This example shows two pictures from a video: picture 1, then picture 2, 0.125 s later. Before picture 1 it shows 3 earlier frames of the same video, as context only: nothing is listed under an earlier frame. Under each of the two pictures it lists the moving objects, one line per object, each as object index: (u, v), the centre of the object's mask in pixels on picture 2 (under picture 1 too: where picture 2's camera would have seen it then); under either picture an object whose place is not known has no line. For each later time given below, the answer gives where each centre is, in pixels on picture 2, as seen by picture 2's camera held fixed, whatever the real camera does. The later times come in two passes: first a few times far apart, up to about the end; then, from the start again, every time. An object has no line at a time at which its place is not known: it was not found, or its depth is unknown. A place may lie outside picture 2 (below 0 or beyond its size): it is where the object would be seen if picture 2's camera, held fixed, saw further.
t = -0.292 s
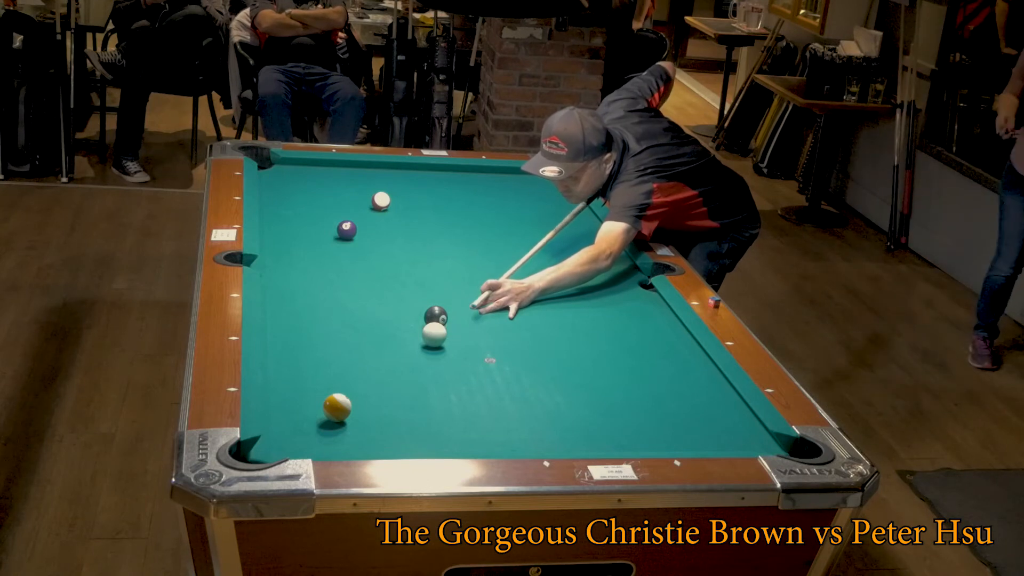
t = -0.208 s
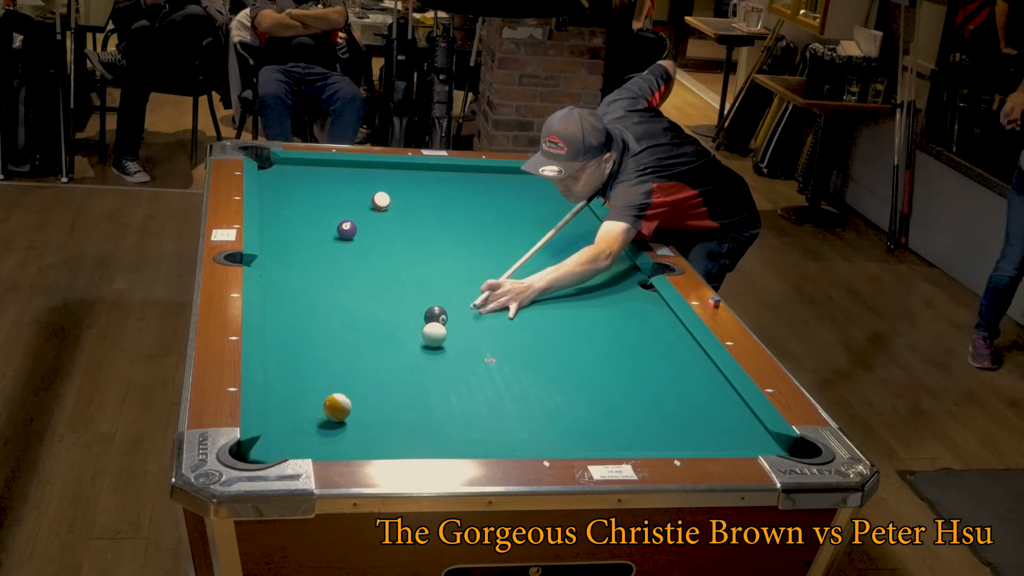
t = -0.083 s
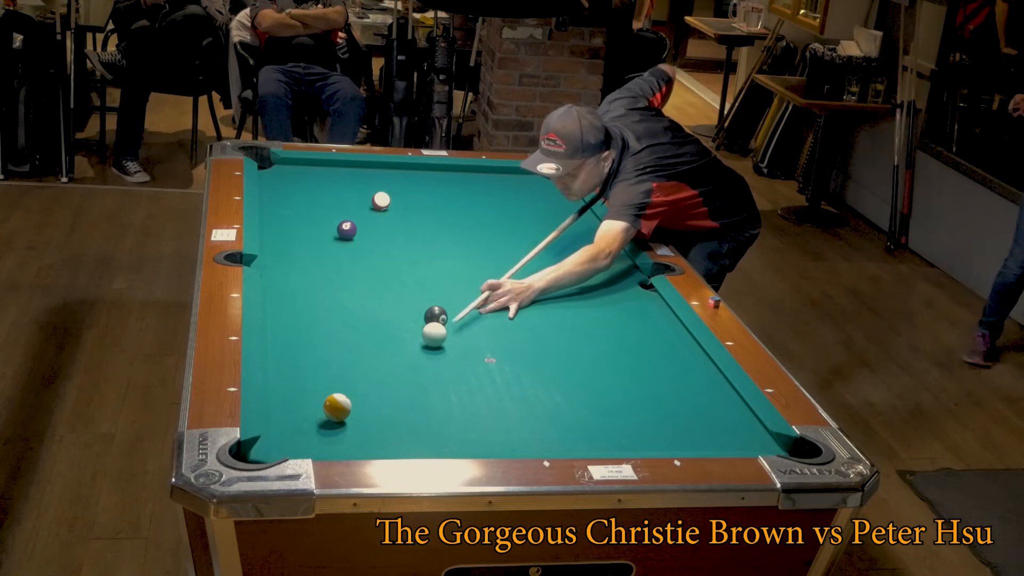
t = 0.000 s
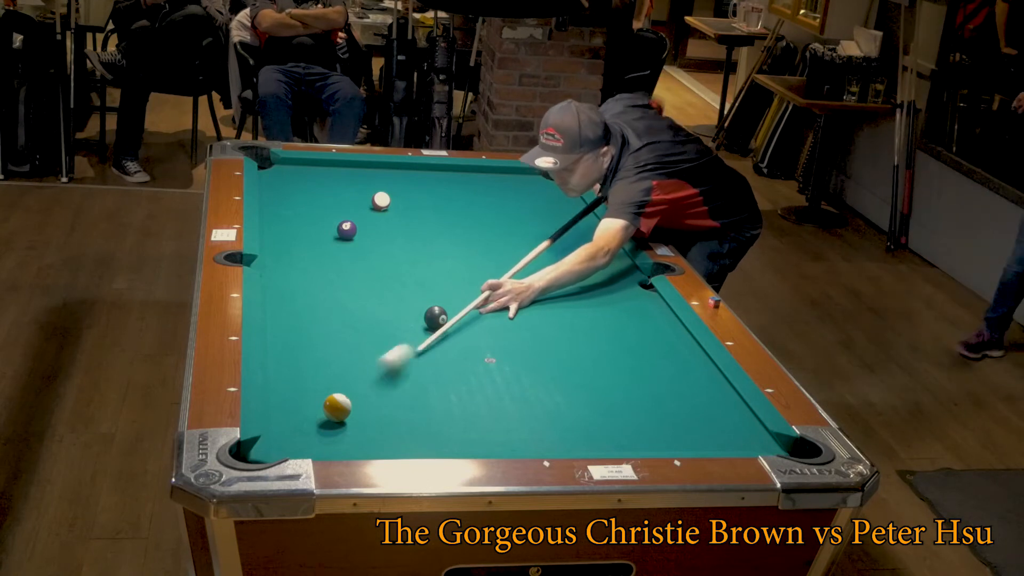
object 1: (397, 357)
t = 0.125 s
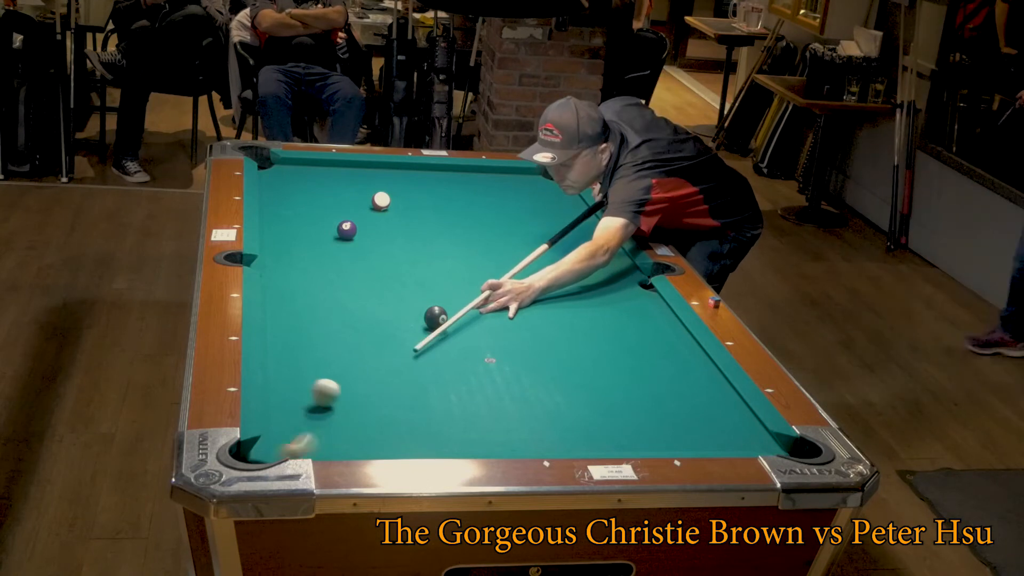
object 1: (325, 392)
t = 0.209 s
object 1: (306, 387)
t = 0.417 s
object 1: (281, 368)
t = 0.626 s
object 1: (282, 351)
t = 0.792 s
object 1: (290, 339)
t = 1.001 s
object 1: (300, 325)
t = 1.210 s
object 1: (309, 313)
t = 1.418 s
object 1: (317, 302)
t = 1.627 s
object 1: (324, 292)
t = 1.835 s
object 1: (330, 283)
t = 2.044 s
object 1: (337, 274)
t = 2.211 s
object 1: (340, 268)
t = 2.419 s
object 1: (345, 262)
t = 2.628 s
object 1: (348, 255)
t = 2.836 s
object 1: (351, 249)
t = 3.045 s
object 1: (354, 244)
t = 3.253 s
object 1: (356, 239)
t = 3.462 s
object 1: (359, 235)
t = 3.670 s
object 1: (363, 234)
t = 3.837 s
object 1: (366, 233)
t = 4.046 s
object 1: (369, 232)
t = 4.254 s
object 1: (371, 232)
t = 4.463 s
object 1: (373, 231)
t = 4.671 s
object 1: (373, 232)
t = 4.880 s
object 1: (373, 232)
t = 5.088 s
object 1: (373, 232)
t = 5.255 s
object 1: (373, 232)
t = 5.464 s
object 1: (373, 232)
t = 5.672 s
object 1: (373, 232)
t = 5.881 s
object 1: (373, 232)
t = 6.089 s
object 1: (373, 232)
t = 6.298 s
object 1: (373, 232)
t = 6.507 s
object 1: (373, 232)
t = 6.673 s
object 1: (373, 232)
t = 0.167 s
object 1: (315, 389)
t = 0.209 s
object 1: (306, 387)
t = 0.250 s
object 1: (300, 383)
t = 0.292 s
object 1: (295, 379)
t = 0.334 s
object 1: (290, 375)
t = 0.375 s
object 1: (285, 372)
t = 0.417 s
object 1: (281, 368)
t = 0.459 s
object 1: (276, 364)
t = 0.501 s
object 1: (275, 361)
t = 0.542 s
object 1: (277, 358)
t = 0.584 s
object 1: (279, 355)
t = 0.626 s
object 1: (282, 351)
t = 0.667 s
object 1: (284, 348)
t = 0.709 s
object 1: (286, 345)
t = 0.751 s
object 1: (288, 342)
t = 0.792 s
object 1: (290, 339)
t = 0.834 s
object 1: (292, 336)
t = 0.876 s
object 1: (294, 333)
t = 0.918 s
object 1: (296, 331)
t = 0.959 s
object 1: (298, 328)
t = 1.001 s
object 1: (300, 325)
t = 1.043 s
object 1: (302, 323)
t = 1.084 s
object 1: (303, 320)
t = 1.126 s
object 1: (305, 318)
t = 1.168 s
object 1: (307, 316)
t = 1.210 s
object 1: (309, 313)
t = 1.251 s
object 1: (310, 311)
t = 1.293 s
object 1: (312, 309)
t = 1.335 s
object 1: (313, 307)
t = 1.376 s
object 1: (315, 305)
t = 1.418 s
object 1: (317, 302)
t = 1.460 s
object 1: (318, 300)
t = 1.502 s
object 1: (320, 298)
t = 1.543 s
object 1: (321, 296)
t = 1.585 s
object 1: (322, 294)
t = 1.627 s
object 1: (324, 292)
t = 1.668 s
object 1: (325, 290)
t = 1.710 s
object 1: (326, 288)
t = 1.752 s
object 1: (328, 286)
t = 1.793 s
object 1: (329, 284)
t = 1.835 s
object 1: (330, 283)
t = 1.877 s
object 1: (332, 281)
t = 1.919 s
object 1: (333, 279)
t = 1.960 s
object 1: (334, 278)
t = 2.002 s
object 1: (336, 276)
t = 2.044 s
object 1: (337, 274)
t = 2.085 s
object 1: (337, 273)
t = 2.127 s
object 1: (338, 271)
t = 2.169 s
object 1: (339, 270)
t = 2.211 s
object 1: (340, 268)
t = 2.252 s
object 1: (341, 267)
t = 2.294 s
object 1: (342, 265)
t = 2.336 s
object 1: (343, 264)
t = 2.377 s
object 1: (344, 263)
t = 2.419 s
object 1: (345, 262)
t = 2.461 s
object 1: (345, 260)
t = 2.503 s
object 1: (346, 259)
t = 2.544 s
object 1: (347, 258)
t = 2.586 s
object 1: (347, 257)
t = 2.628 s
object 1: (348, 255)
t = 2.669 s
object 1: (349, 253)
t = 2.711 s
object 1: (349, 253)
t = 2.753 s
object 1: (350, 251)
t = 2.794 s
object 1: (351, 250)
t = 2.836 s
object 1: (351, 249)
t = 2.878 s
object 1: (352, 248)
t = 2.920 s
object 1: (353, 247)
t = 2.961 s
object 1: (353, 246)
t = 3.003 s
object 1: (353, 245)
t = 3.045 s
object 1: (354, 244)
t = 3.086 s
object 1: (355, 243)
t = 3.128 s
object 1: (355, 242)
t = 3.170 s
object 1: (355, 242)
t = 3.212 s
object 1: (356, 240)
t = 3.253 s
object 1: (356, 239)
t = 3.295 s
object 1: (357, 239)
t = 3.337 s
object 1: (357, 238)
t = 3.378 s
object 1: (357, 237)
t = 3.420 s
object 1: (358, 236)
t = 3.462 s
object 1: (359, 235)
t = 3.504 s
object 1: (359, 235)
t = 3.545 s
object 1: (360, 235)
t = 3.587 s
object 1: (361, 235)
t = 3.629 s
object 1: (362, 234)
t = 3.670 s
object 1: (363, 234)
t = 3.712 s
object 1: (363, 234)
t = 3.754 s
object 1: (365, 233)
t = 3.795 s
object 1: (366, 233)
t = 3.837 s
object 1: (366, 233)
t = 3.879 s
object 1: (367, 233)
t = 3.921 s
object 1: (368, 232)
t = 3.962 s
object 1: (368, 232)
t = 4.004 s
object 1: (369, 232)
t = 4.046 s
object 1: (369, 232)
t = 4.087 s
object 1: (370, 232)
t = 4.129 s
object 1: (370, 232)
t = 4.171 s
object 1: (371, 232)
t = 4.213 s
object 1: (371, 231)
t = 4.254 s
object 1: (371, 232)
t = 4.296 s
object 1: (372, 231)
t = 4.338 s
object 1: (372, 231)
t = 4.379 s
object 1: (372, 231)
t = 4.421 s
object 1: (372, 231)
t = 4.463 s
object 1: (373, 231)
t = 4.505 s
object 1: (373, 231)
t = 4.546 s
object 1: (373, 231)
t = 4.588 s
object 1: (373, 231)
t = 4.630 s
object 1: (373, 232)
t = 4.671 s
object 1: (373, 232)
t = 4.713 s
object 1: (373, 232)
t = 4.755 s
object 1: (373, 232)
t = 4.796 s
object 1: (373, 232)
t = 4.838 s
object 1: (373, 232)
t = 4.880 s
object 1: (373, 232)
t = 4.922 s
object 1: (373, 232)
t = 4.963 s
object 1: (373, 231)
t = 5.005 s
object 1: (373, 232)
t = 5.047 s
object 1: (373, 232)
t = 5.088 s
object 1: (373, 232)
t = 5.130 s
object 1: (373, 232)
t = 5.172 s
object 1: (373, 232)
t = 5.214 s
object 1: (373, 232)
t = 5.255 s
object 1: (373, 232)
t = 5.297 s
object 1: (373, 232)
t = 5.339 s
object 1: (373, 232)
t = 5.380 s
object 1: (373, 232)
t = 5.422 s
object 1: (373, 232)
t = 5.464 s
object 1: (373, 232)
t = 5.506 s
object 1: (373, 232)
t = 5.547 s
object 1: (373, 232)
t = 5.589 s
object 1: (373, 232)
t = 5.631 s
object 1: (373, 232)
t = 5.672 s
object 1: (373, 232)
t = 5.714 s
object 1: (373, 232)
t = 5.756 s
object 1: (373, 232)
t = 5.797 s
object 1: (373, 232)
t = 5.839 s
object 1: (373, 232)
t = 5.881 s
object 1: (373, 232)
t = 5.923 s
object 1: (373, 232)
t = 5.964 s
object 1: (373, 232)
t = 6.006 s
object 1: (373, 232)
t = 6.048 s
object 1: (373, 232)
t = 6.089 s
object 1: (373, 232)
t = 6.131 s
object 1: (373, 232)
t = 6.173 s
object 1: (373, 232)
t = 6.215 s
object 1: (373, 232)
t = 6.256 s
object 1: (373, 232)
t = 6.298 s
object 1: (373, 232)
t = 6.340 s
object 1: (373, 231)
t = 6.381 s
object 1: (373, 232)
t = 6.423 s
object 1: (373, 232)
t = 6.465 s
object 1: (373, 232)
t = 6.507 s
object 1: (373, 232)
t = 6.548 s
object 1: (373, 232)
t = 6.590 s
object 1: (373, 232)
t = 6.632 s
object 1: (373, 232)
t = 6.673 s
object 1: (373, 232)
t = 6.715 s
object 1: (373, 232)
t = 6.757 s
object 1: (373, 232)
